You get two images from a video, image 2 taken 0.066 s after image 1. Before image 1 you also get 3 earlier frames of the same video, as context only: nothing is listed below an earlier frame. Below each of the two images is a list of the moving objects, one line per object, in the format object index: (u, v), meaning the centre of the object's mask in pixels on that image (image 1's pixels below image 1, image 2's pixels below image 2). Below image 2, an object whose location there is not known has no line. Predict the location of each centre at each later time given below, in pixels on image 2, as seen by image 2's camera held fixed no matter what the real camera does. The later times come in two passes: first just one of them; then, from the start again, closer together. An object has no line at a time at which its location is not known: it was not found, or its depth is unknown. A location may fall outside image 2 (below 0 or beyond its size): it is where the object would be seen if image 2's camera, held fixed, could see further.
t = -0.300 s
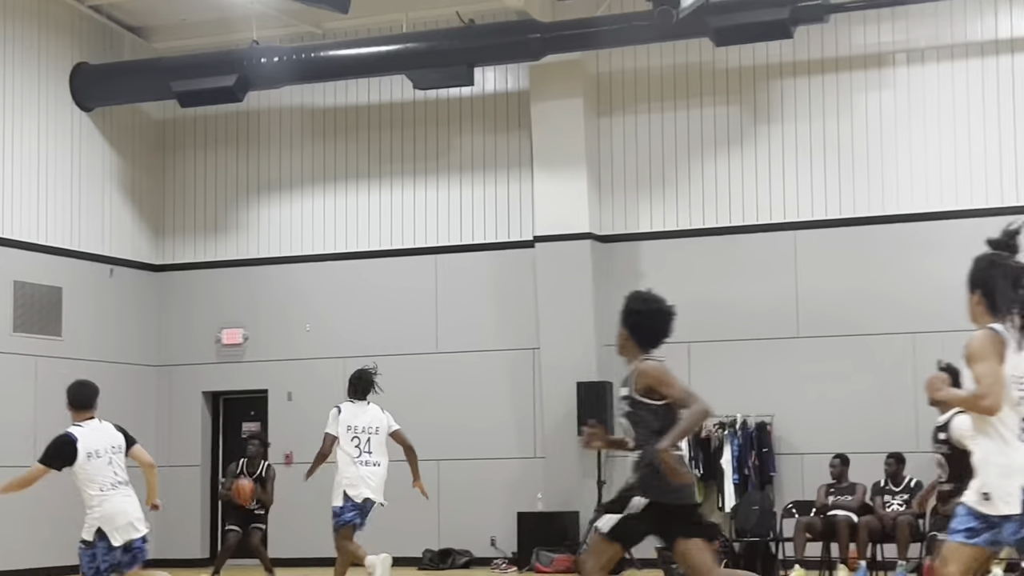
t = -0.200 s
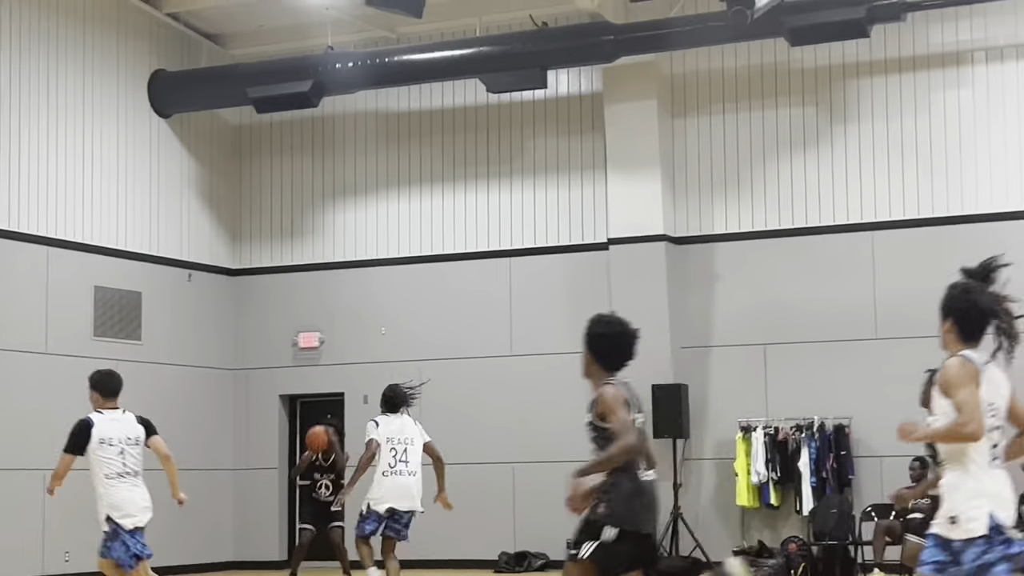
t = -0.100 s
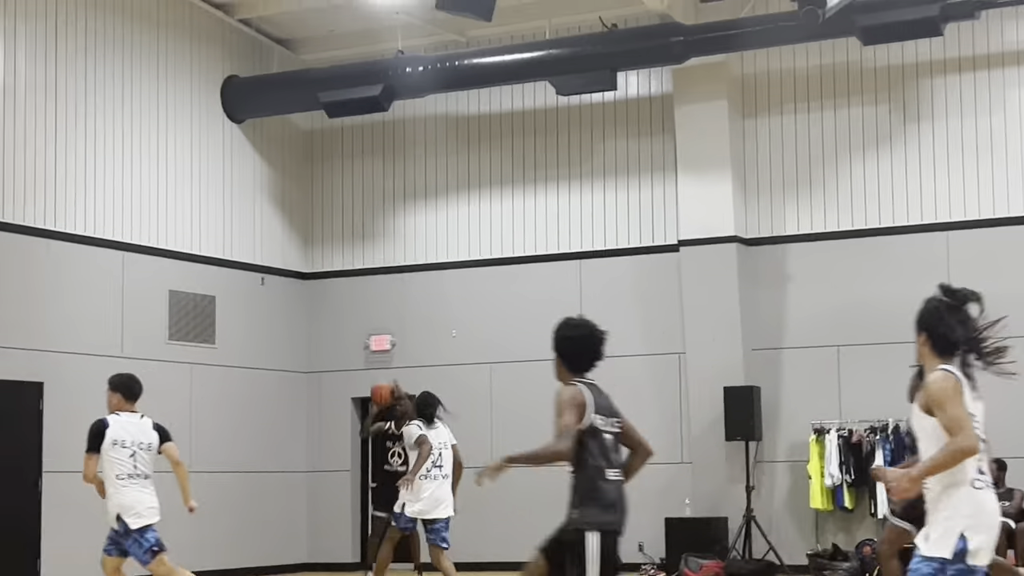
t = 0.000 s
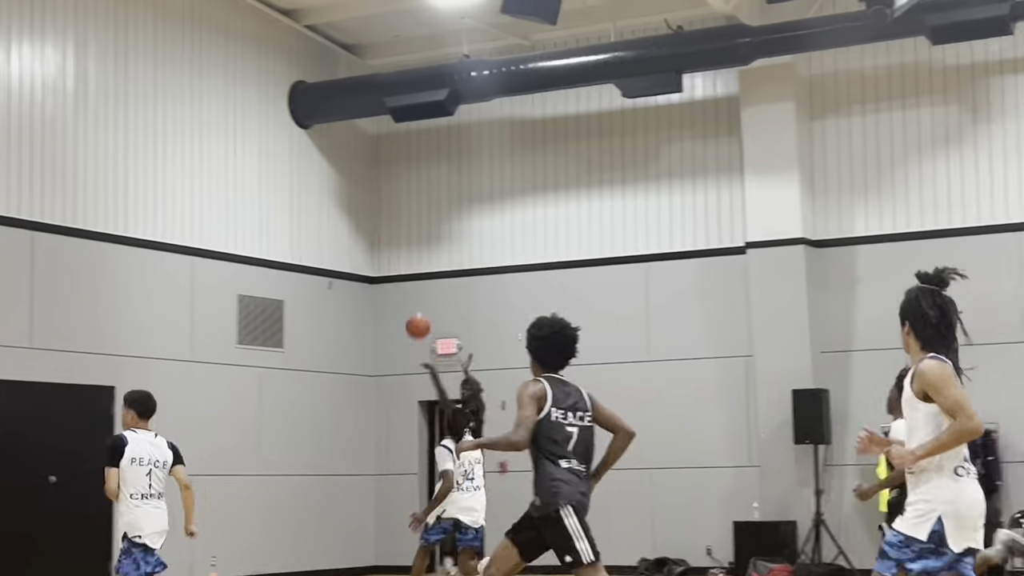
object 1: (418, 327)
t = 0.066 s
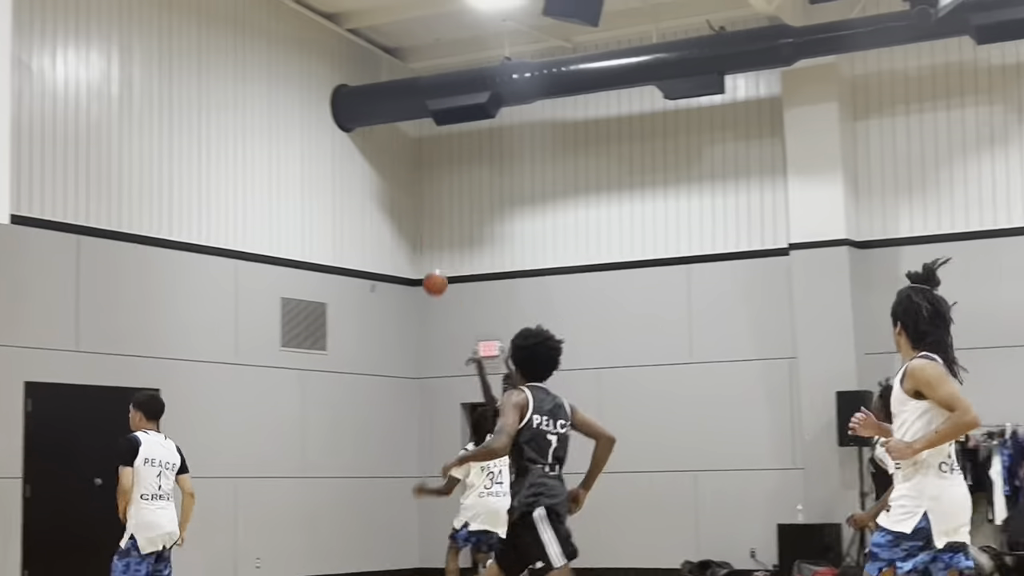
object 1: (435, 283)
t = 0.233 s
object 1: (372, 185)
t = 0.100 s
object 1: (423, 261)
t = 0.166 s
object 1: (399, 222)
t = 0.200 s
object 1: (386, 203)
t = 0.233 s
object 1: (372, 185)
